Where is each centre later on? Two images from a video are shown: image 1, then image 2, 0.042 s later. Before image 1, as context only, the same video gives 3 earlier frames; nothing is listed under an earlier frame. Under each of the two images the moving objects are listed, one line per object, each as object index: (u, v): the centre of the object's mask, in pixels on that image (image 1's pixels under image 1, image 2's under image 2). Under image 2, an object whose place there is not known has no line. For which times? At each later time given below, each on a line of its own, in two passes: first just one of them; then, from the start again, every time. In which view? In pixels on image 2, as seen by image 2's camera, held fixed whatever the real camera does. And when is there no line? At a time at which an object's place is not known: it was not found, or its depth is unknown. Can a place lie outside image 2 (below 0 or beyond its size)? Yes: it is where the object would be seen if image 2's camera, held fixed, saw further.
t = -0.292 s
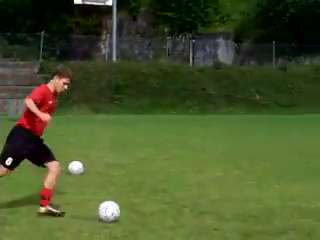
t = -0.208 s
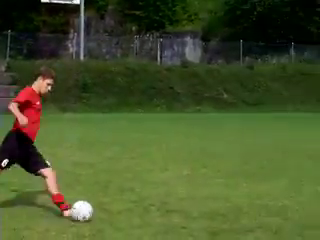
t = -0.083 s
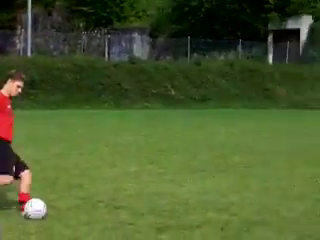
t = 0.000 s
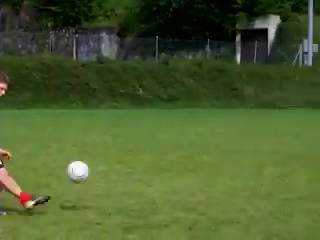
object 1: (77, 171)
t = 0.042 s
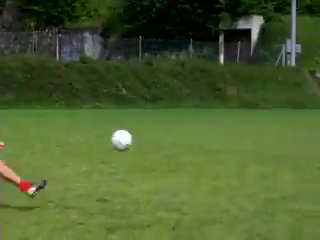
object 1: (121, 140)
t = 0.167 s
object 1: (281, 62)
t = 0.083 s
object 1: (178, 111)
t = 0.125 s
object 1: (232, 85)
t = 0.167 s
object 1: (281, 62)
